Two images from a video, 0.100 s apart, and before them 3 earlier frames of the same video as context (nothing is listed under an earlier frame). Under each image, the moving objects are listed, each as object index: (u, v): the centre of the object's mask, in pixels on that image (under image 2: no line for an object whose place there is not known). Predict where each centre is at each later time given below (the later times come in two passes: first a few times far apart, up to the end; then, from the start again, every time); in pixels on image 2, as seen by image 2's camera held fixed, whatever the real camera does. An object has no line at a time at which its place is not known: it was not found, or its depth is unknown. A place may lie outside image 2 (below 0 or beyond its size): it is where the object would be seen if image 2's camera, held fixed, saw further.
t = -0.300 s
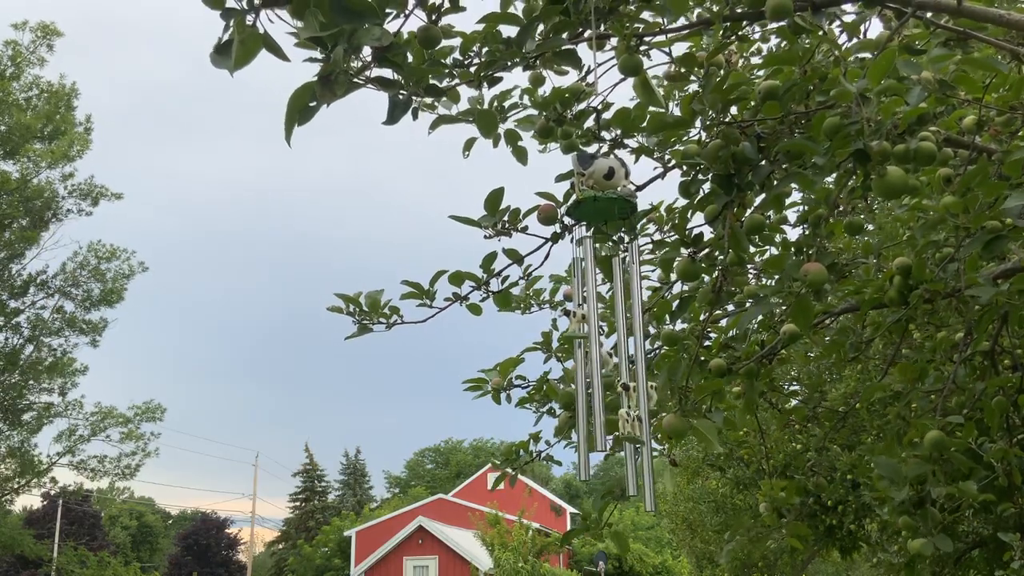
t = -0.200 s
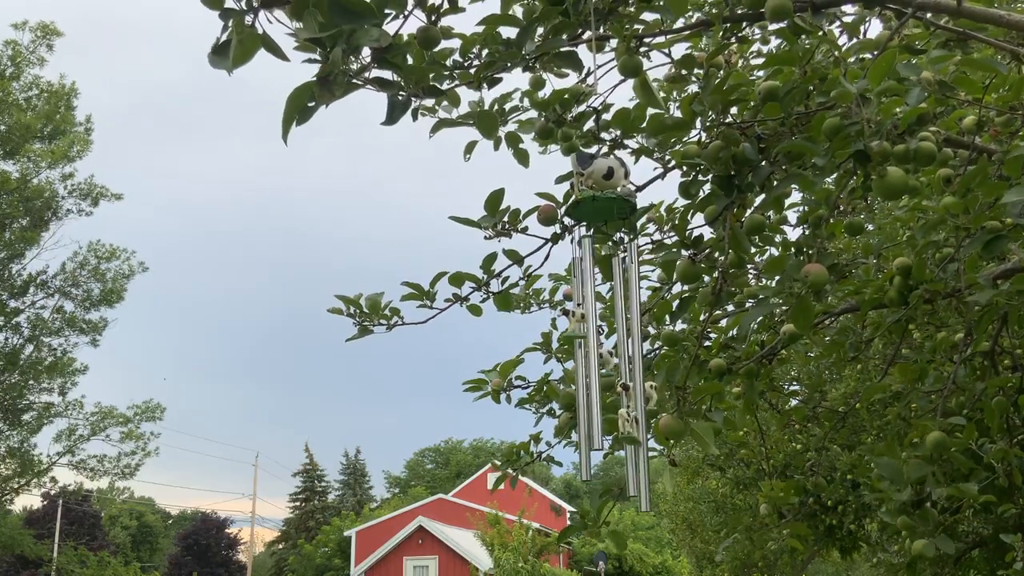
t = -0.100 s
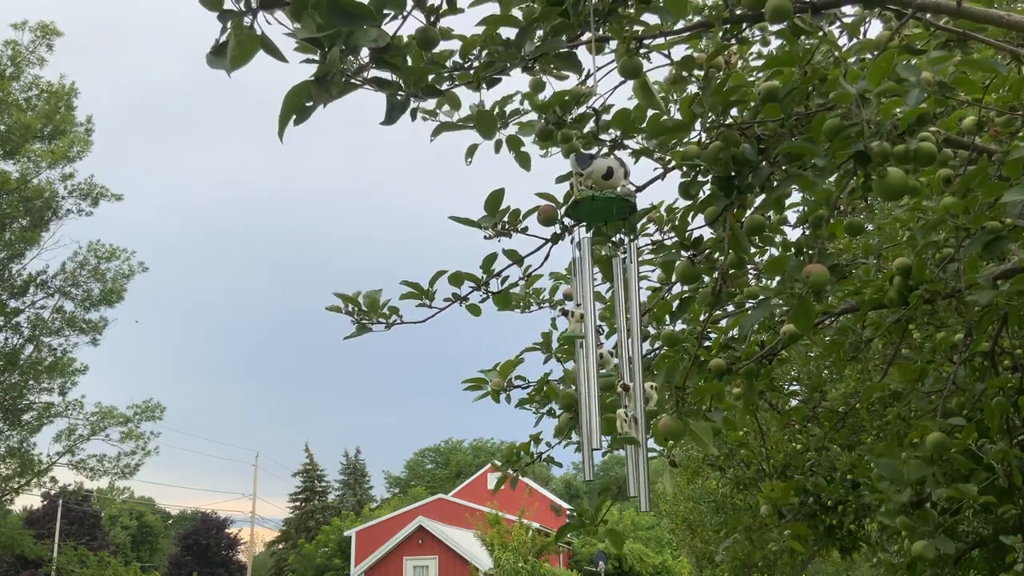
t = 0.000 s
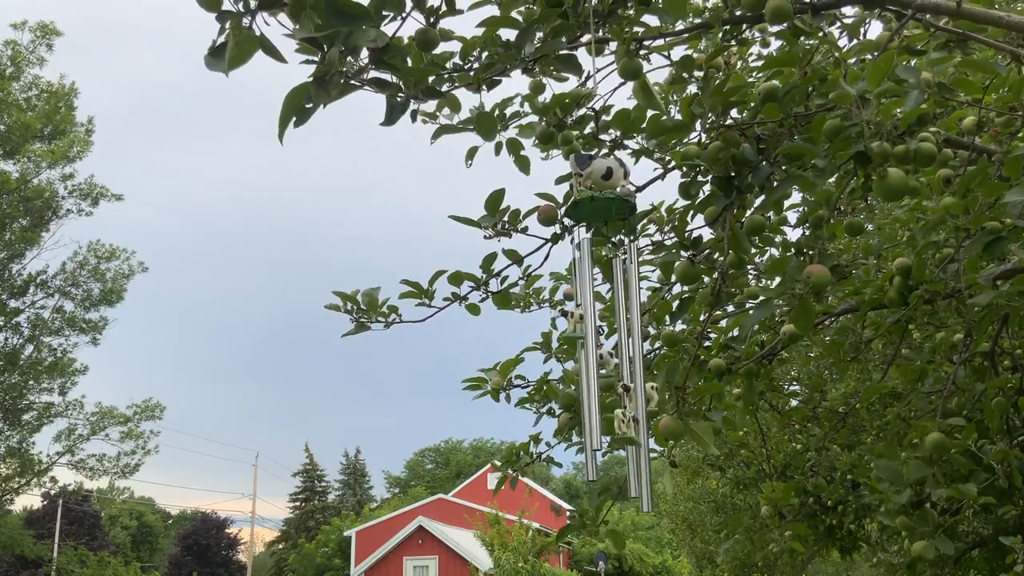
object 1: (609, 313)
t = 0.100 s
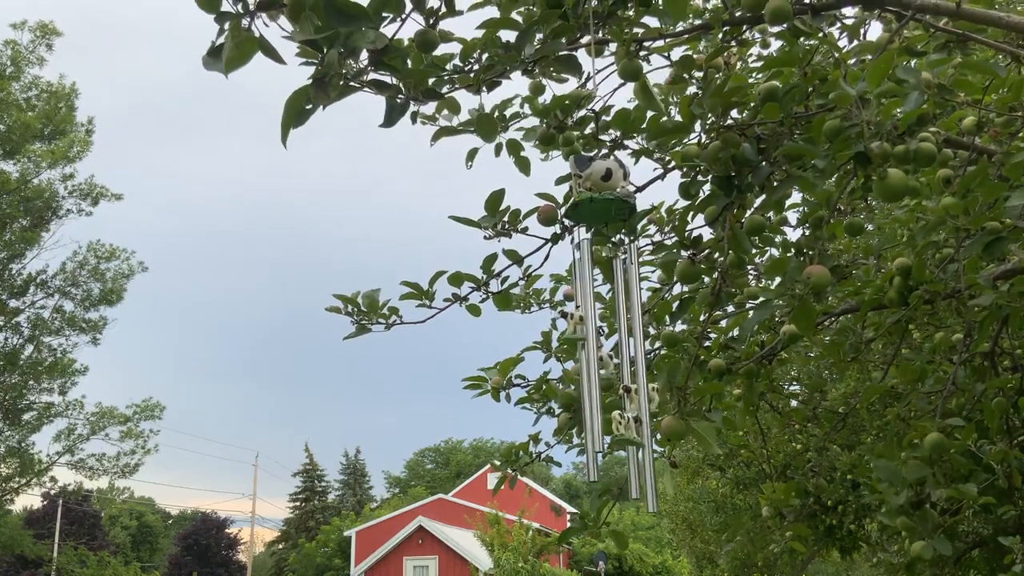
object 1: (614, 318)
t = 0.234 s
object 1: (615, 320)
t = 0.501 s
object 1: (610, 323)
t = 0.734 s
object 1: (607, 316)
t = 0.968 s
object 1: (605, 314)
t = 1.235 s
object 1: (606, 323)
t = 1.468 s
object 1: (605, 320)
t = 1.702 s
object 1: (606, 312)
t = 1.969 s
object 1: (607, 319)
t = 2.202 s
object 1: (605, 322)
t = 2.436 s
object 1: (602, 322)
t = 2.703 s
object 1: (601, 322)
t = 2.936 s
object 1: (604, 315)
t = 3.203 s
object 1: (607, 314)
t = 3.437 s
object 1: (608, 321)
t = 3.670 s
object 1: (607, 324)
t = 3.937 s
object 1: (602, 317)
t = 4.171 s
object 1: (601, 316)
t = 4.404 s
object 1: (604, 319)
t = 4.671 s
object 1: (608, 314)
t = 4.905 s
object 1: (609, 313)
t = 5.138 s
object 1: (606, 316)
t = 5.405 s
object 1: (604, 317)
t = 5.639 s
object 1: (604, 312)
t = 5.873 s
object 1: (608, 315)
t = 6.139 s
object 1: (612, 309)
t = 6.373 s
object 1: (614, 312)
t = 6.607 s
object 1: (613, 316)
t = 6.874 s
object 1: (614, 319)
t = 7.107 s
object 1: (607, 316)
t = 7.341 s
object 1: (610, 316)
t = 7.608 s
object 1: (614, 315)
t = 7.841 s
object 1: (615, 315)
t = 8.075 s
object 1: (614, 314)
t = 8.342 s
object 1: (617, 317)
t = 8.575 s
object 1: (610, 319)
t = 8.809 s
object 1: (611, 316)
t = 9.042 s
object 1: (614, 318)
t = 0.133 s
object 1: (615, 318)
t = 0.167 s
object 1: (615, 319)
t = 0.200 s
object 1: (615, 320)
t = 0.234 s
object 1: (615, 320)
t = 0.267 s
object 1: (615, 321)
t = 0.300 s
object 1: (616, 322)
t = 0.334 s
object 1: (616, 323)
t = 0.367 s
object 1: (616, 323)
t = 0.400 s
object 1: (616, 324)
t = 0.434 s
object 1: (611, 322)
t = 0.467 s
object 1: (611, 323)
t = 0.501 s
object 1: (610, 323)
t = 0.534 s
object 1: (610, 322)
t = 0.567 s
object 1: (610, 323)
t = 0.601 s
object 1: (609, 322)
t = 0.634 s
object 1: (609, 321)
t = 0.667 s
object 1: (608, 320)
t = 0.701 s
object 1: (608, 318)
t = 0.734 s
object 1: (607, 316)
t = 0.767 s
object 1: (607, 315)
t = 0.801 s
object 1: (606, 314)
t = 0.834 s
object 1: (606, 314)
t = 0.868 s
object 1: (606, 314)
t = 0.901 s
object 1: (606, 314)
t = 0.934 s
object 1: (605, 314)
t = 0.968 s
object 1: (605, 314)
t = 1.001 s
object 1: (605, 316)
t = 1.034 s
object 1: (605, 317)
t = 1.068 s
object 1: (606, 318)
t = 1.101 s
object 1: (606, 323)
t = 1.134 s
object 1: (606, 324)
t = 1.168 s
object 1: (606, 324)
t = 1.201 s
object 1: (606, 324)
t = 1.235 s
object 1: (606, 323)
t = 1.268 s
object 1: (606, 323)
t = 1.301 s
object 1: (606, 319)
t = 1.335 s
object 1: (606, 319)
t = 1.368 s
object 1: (606, 318)
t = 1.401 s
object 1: (606, 317)
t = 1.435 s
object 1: (605, 320)
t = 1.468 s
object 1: (605, 320)
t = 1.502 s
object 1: (605, 318)
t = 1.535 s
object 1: (605, 316)
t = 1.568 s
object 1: (605, 315)
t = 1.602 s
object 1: (606, 315)
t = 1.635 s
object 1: (606, 312)
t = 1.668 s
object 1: (606, 312)
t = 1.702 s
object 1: (606, 312)
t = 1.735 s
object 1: (606, 317)
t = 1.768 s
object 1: (607, 319)
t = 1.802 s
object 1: (607, 319)
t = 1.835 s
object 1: (607, 319)
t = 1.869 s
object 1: (607, 319)
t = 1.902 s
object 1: (607, 319)
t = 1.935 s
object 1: (607, 319)
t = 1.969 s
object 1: (607, 319)
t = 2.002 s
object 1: (607, 320)
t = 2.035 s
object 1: (607, 320)
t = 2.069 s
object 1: (607, 320)
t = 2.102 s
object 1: (606, 320)
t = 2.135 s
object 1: (606, 321)
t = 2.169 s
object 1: (606, 321)
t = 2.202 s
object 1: (605, 322)
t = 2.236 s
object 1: (604, 320)
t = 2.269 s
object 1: (604, 320)
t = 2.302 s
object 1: (603, 319)
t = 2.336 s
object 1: (603, 319)
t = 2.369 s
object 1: (602, 320)
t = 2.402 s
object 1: (602, 321)
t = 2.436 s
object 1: (602, 322)
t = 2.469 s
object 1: (601, 323)
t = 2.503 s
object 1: (601, 323)
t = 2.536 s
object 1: (601, 324)
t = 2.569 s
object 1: (601, 324)
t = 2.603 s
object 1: (601, 324)
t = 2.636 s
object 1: (601, 324)
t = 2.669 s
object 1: (601, 323)
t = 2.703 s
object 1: (601, 322)
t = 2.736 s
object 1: (602, 322)
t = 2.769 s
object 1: (602, 321)
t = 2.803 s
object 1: (602, 320)
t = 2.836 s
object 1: (603, 320)
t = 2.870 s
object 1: (603, 318)
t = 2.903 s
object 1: (604, 316)
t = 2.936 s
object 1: (604, 315)
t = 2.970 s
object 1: (604, 314)
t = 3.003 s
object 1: (605, 313)
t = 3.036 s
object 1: (605, 313)
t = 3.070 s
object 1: (606, 313)
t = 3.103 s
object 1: (606, 314)
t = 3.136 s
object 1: (607, 314)
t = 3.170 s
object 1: (607, 314)
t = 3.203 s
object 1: (607, 314)
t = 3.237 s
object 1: (607, 315)
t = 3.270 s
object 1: (608, 316)
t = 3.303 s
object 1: (608, 316)
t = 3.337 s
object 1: (608, 317)
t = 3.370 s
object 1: (608, 319)
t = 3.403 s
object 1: (608, 320)
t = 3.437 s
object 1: (608, 321)
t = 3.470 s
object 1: (608, 323)
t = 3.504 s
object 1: (608, 323)
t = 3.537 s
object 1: (608, 324)
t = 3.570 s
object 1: (608, 324)
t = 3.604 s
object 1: (607, 324)
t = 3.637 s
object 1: (607, 324)
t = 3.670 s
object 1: (607, 324)
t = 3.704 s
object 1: (606, 324)
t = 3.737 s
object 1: (606, 323)
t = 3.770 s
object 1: (605, 322)
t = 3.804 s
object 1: (605, 321)
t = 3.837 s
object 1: (604, 320)
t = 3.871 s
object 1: (603, 319)
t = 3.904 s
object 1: (603, 317)
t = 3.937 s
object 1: (602, 317)
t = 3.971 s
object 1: (602, 317)
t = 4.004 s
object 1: (602, 316)
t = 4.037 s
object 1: (601, 316)
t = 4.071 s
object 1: (601, 316)
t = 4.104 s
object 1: (601, 316)
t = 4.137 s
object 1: (601, 316)
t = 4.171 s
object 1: (601, 316)
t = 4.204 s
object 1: (601, 315)
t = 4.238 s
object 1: (602, 316)
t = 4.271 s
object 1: (602, 317)
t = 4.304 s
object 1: (603, 317)
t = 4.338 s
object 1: (603, 318)
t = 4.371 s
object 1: (604, 318)
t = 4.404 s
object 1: (604, 319)
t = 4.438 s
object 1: (605, 318)
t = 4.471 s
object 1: (606, 318)
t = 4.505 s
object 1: (606, 317)
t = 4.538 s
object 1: (606, 317)
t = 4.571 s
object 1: (607, 316)
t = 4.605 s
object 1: (608, 316)
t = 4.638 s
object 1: (608, 315)
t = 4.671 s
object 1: (608, 314)
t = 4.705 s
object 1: (609, 314)
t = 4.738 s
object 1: (609, 313)
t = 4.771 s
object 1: (609, 313)
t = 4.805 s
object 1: (609, 313)
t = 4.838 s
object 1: (609, 313)
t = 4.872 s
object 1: (609, 313)
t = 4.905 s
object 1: (609, 313)
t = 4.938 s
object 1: (608, 314)
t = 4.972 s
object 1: (608, 315)
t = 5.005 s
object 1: (608, 315)
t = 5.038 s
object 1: (607, 316)
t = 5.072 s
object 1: (607, 316)
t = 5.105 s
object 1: (606, 316)
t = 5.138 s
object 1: (606, 316)
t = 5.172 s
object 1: (605, 316)
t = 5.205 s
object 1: (605, 317)
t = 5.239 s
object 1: (605, 317)
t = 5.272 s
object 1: (605, 318)
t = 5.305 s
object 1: (604, 318)
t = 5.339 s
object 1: (604, 318)
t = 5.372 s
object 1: (604, 317)
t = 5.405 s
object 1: (604, 317)
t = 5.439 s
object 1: (604, 316)
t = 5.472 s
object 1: (603, 316)
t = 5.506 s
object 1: (603, 315)
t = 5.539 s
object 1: (603, 314)
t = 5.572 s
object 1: (603, 313)
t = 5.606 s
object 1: (603, 313)
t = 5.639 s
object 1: (604, 312)
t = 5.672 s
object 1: (604, 313)
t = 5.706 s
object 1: (605, 314)
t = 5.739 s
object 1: (605, 314)
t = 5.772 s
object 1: (606, 314)
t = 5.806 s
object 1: (607, 315)
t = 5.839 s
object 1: (607, 315)
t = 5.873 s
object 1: (608, 315)
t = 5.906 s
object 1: (609, 312)
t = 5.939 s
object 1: (610, 311)
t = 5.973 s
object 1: (610, 310)
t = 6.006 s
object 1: (611, 310)
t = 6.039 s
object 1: (611, 310)
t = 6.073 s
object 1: (612, 309)
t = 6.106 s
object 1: (612, 309)
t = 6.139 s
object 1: (612, 309)
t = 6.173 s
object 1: (613, 309)
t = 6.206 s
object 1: (613, 310)
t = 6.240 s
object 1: (625, 316)
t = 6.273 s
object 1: (614, 310)
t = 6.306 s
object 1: (614, 311)
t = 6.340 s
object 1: (614, 311)
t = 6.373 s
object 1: (614, 312)
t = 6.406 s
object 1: (614, 312)
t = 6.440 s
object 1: (614, 313)
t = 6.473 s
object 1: (614, 314)
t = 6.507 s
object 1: (614, 314)
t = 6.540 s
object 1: (614, 315)
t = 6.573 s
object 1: (613, 315)
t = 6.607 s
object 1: (613, 316)
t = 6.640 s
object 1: (612, 316)
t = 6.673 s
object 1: (611, 319)
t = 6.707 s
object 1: (610, 317)
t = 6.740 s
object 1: (610, 317)
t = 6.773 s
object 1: (609, 317)
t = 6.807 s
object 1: (608, 317)
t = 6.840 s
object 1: (608, 316)
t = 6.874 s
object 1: (614, 319)
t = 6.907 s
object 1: (607, 317)
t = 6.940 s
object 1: (607, 317)
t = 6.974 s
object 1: (607, 316)
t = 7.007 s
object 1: (607, 316)
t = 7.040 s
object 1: (607, 316)
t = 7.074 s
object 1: (607, 316)
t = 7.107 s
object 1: (607, 316)
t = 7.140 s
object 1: (607, 316)
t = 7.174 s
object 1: (615, 319)
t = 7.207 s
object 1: (608, 317)
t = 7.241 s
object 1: (608, 317)
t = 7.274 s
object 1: (609, 316)
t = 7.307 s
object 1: (609, 316)
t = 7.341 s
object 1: (610, 316)
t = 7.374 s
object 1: (610, 316)
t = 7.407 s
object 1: (611, 315)
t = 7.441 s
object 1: (611, 315)
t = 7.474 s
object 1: (612, 316)
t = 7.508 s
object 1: (617, 318)
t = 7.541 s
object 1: (618, 318)
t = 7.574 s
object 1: (618, 317)
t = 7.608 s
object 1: (614, 315)
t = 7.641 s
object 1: (614, 315)
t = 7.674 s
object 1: (615, 315)
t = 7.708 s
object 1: (615, 314)
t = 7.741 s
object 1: (615, 314)
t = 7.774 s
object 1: (615, 314)
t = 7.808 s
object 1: (615, 315)
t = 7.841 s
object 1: (615, 315)
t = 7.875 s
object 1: (615, 314)
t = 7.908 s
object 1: (615, 314)
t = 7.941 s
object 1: (615, 314)
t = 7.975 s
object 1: (615, 314)
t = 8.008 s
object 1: (615, 314)
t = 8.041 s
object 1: (615, 314)
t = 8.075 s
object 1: (614, 314)
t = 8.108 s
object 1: (614, 314)
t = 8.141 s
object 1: (614, 314)
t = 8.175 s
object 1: (614, 315)
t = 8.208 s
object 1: (614, 315)
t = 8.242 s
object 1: (613, 315)
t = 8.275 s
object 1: (613, 315)
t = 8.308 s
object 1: (618, 317)
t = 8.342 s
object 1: (617, 317)
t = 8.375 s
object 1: (617, 317)
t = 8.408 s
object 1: (617, 317)
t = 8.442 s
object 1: (617, 317)
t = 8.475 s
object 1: (611, 315)
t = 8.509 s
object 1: (611, 315)
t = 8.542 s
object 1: (611, 318)
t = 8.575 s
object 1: (610, 319)
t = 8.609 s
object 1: (610, 318)
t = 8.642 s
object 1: (610, 316)
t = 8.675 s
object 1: (610, 316)
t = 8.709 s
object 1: (610, 316)
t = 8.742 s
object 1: (610, 316)
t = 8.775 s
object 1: (611, 316)
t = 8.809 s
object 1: (611, 316)
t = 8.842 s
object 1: (611, 317)
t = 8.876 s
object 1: (611, 317)
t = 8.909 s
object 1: (612, 316)
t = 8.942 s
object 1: (612, 317)
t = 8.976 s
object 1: (613, 317)
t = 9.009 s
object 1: (613, 318)
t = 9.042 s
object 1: (614, 318)
